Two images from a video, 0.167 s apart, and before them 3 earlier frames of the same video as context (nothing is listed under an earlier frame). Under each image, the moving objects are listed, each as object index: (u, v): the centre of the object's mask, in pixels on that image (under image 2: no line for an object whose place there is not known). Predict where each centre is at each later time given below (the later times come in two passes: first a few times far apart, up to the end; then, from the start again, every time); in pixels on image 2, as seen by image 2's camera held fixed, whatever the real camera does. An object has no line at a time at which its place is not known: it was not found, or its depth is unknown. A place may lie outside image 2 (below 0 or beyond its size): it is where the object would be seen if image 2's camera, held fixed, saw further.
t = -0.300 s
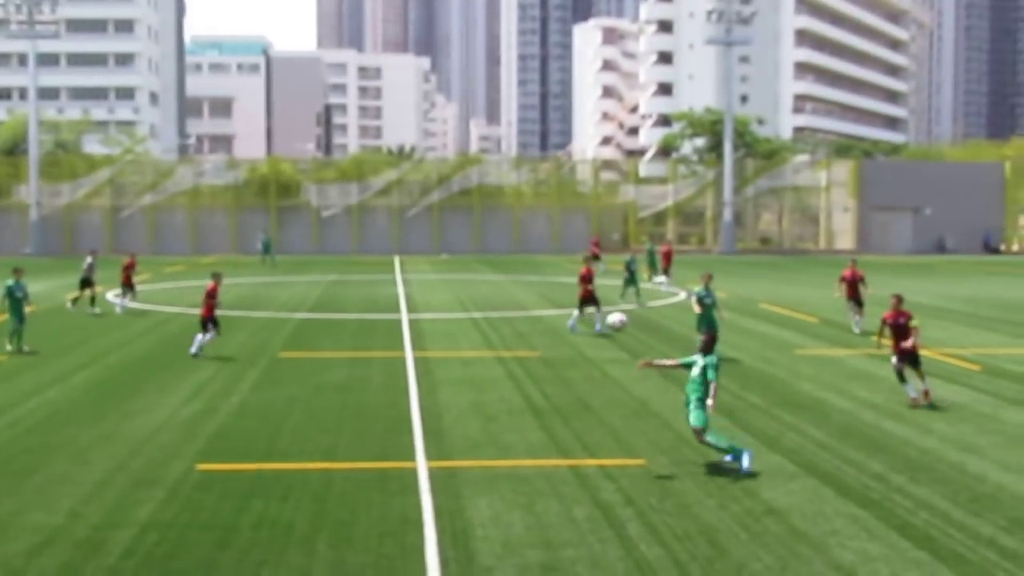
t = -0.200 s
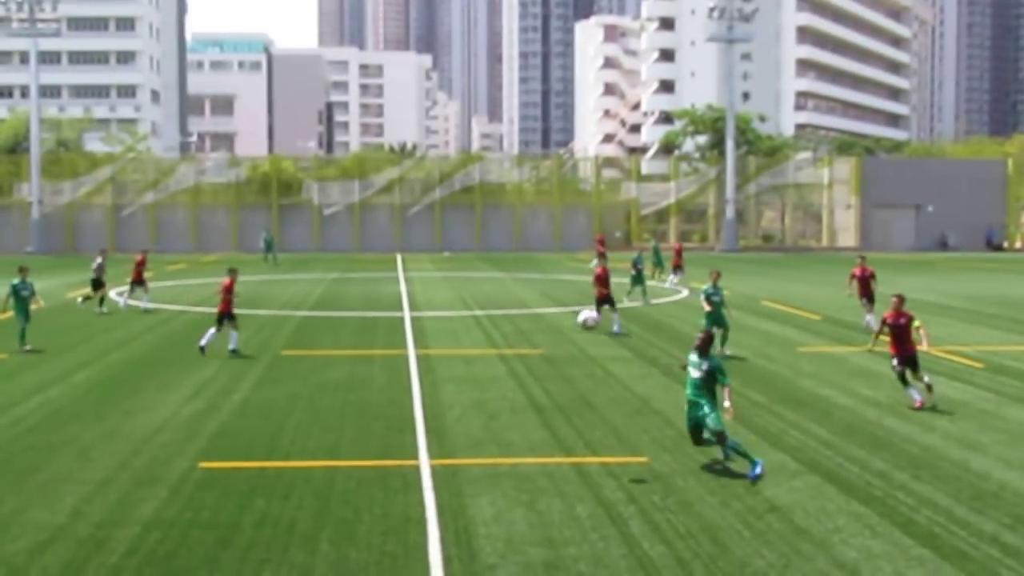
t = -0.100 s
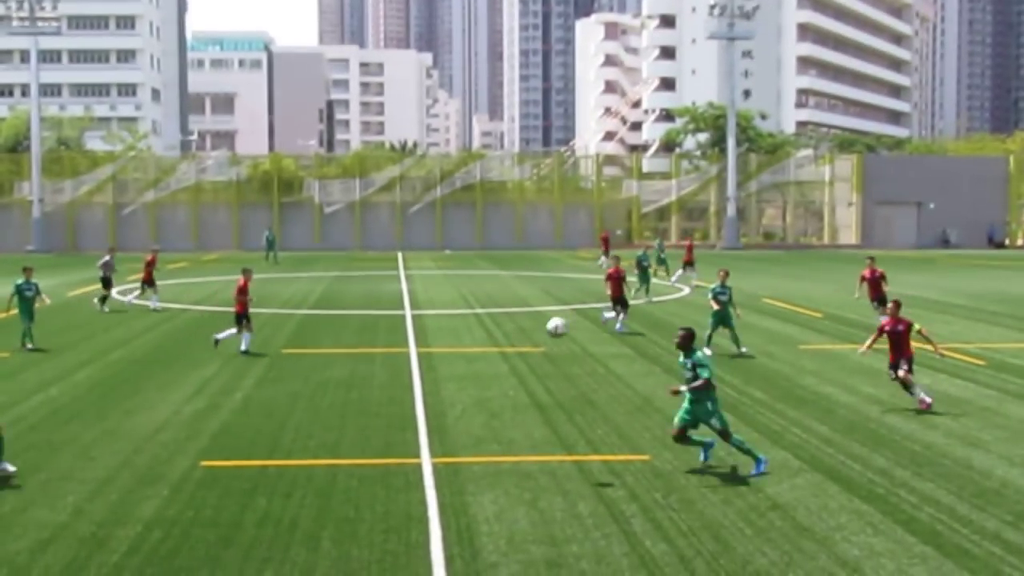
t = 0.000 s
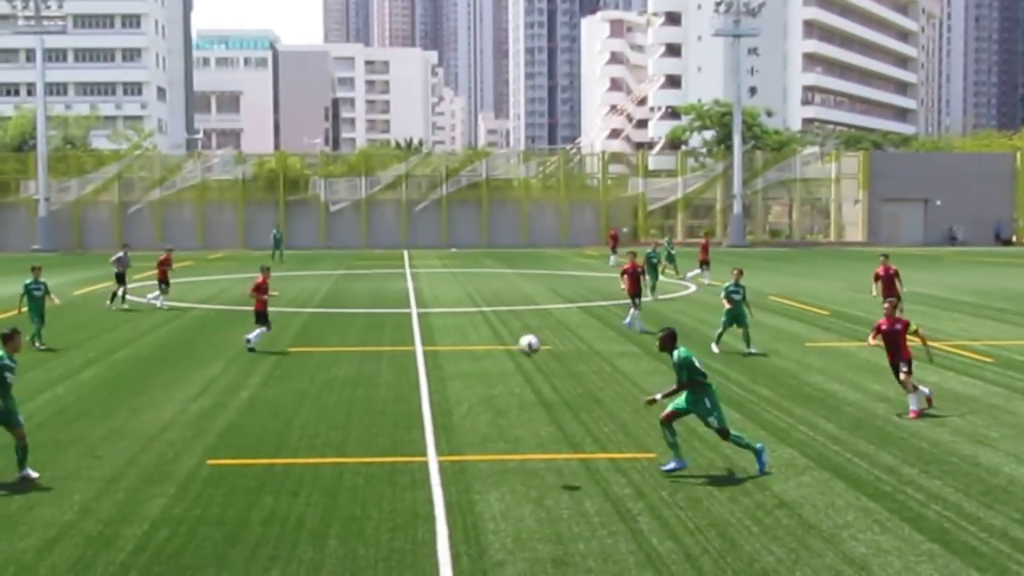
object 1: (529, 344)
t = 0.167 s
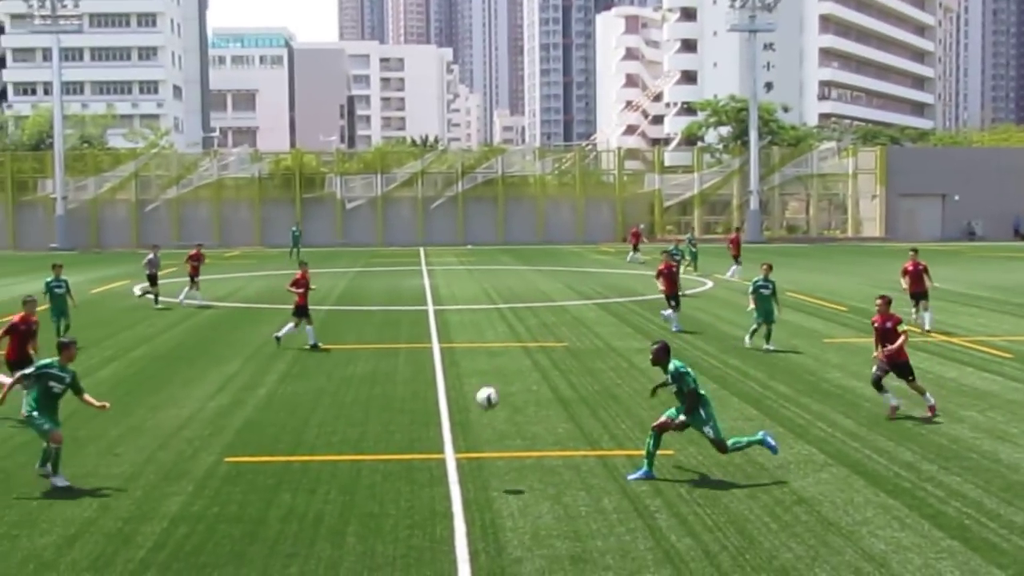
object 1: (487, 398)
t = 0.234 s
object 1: (463, 427)
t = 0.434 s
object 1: (403, 456)
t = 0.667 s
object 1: (351, 415)
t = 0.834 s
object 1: (313, 419)
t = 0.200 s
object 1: (475, 412)
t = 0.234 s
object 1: (463, 427)
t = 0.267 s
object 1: (450, 446)
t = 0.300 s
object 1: (438, 465)
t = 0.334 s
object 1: (426, 486)
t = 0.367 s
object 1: (419, 479)
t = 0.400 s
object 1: (411, 465)
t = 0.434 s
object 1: (403, 456)
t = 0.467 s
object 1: (396, 446)
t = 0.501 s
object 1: (389, 438)
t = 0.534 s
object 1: (381, 431)
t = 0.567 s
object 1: (374, 426)
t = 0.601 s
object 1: (366, 421)
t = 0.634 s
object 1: (359, 417)
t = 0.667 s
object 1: (351, 415)
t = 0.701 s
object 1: (344, 414)
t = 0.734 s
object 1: (336, 413)
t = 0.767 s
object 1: (329, 415)
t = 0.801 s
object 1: (322, 416)
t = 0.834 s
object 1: (313, 419)
